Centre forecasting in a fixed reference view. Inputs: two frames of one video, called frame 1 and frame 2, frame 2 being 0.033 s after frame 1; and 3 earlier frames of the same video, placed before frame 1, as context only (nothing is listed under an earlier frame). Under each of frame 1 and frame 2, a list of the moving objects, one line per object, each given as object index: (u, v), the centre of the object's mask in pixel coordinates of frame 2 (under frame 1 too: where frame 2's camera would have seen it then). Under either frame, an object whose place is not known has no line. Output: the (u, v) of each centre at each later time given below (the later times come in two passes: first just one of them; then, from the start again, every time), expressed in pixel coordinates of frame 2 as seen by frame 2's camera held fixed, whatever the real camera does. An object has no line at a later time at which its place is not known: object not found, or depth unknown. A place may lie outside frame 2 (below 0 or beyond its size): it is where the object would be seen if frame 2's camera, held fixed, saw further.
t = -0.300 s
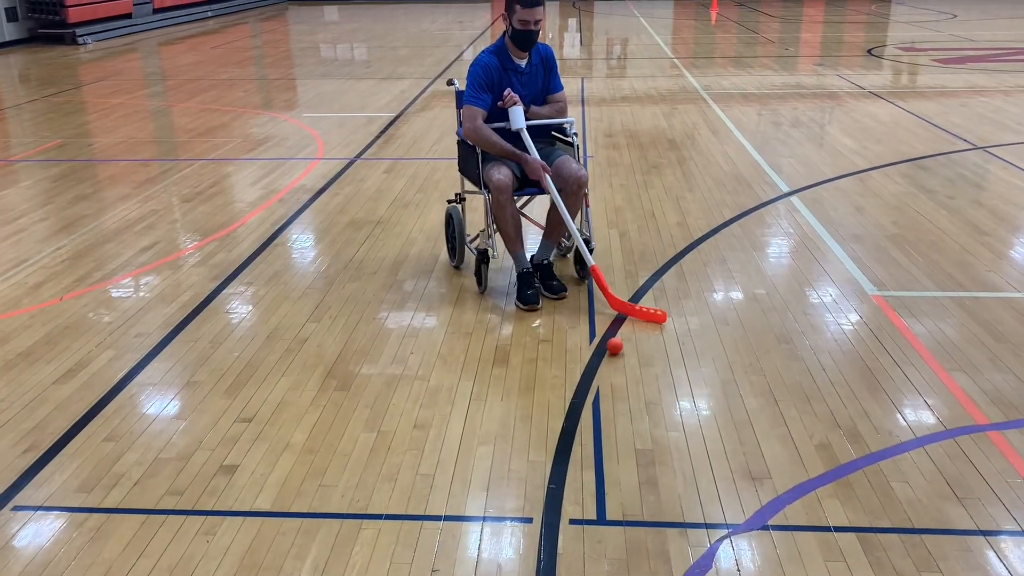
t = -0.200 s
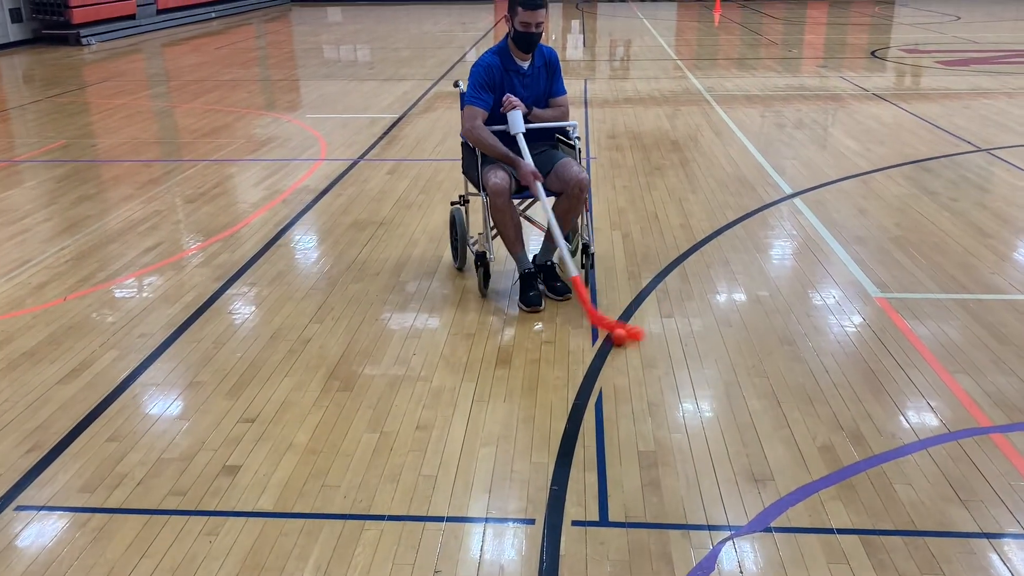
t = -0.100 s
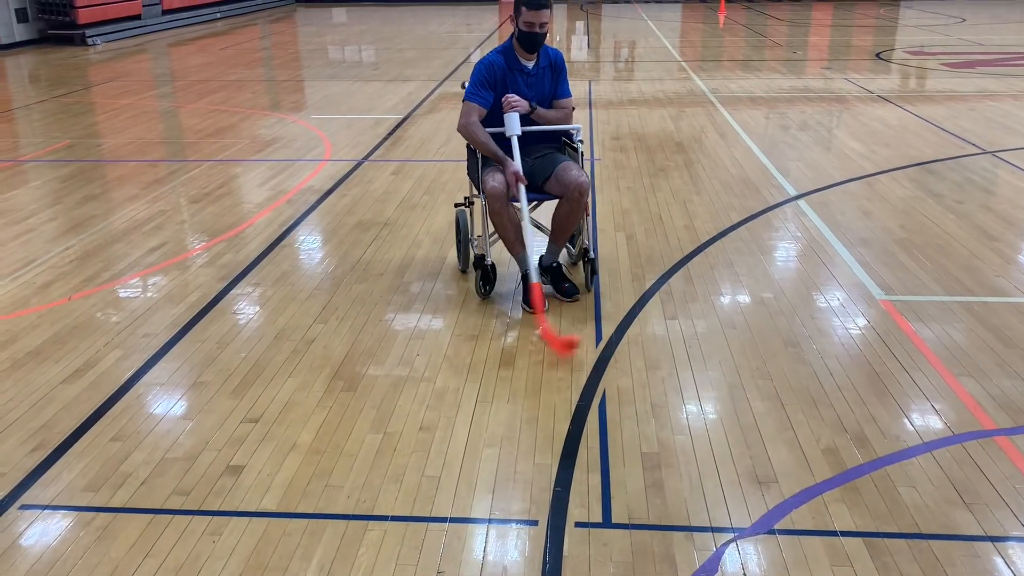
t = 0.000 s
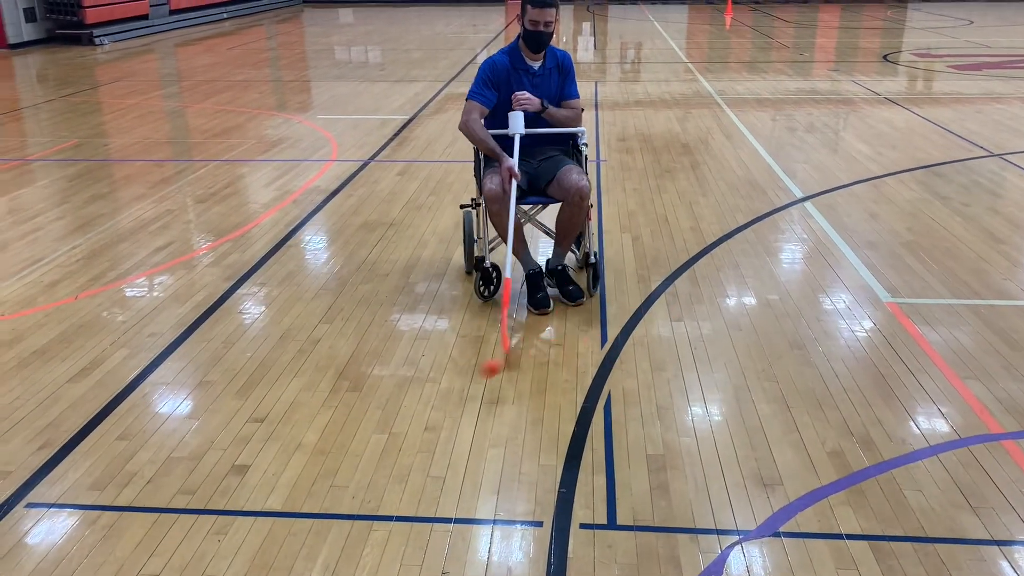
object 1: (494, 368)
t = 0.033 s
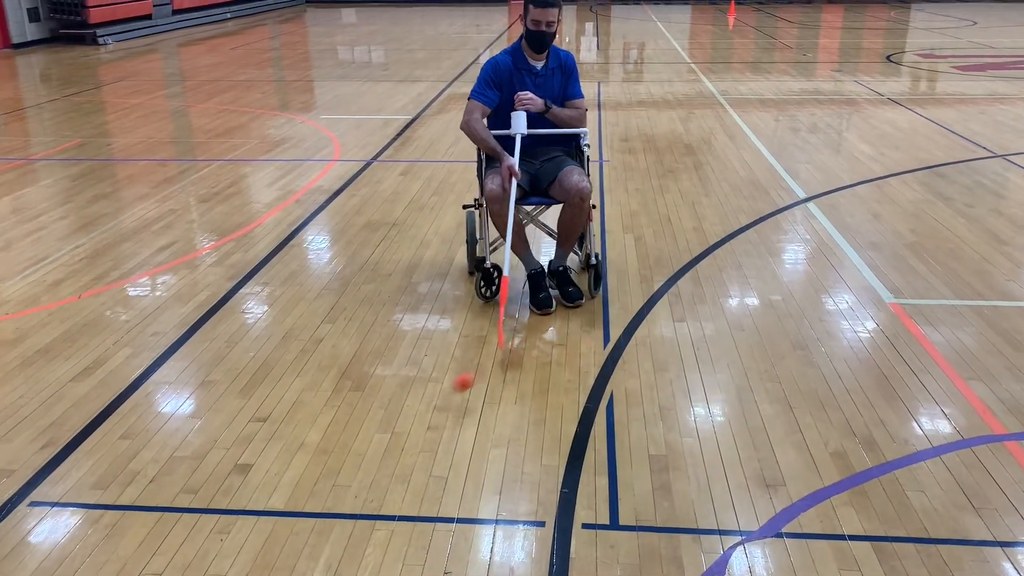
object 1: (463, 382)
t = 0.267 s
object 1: (282, 461)
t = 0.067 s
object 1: (432, 400)
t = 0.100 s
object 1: (398, 422)
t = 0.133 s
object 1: (376, 424)
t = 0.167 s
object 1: (353, 430)
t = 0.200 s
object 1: (330, 439)
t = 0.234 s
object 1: (305, 452)
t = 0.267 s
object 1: (282, 461)
